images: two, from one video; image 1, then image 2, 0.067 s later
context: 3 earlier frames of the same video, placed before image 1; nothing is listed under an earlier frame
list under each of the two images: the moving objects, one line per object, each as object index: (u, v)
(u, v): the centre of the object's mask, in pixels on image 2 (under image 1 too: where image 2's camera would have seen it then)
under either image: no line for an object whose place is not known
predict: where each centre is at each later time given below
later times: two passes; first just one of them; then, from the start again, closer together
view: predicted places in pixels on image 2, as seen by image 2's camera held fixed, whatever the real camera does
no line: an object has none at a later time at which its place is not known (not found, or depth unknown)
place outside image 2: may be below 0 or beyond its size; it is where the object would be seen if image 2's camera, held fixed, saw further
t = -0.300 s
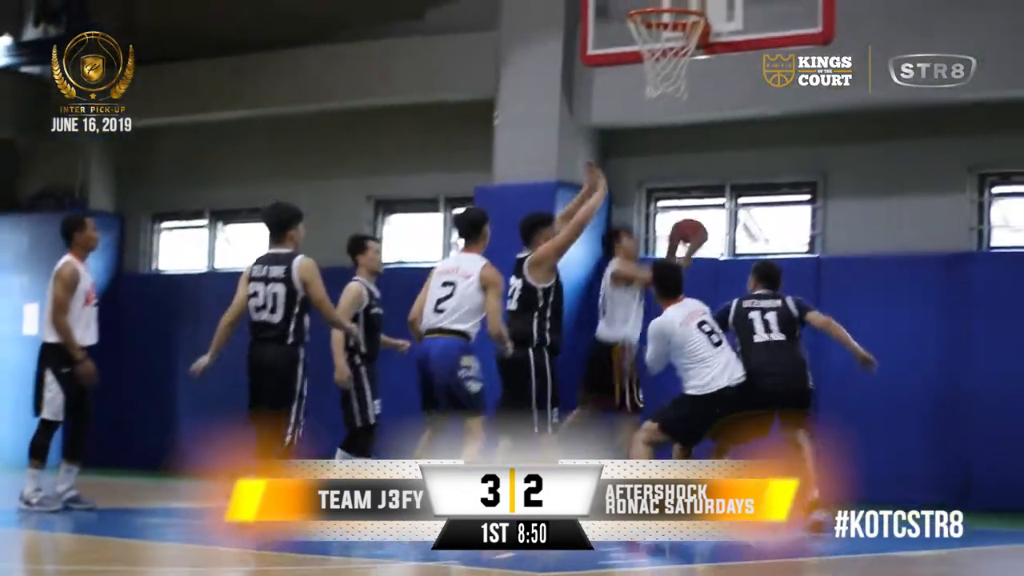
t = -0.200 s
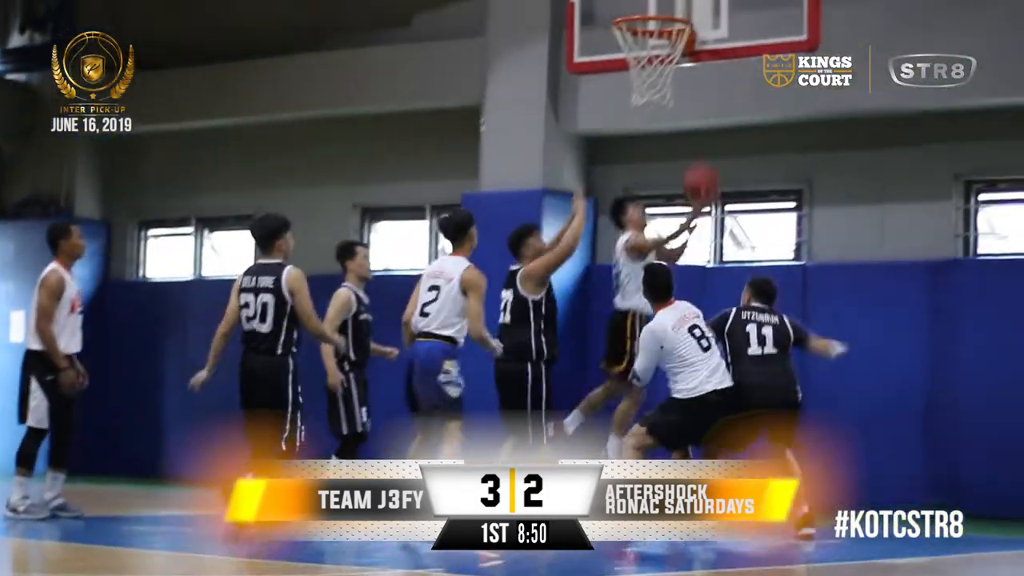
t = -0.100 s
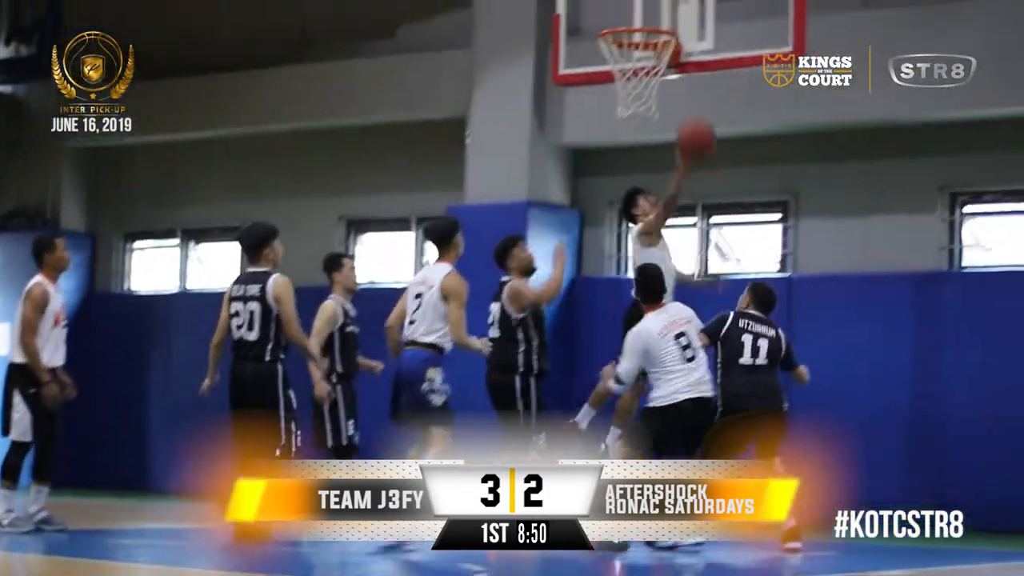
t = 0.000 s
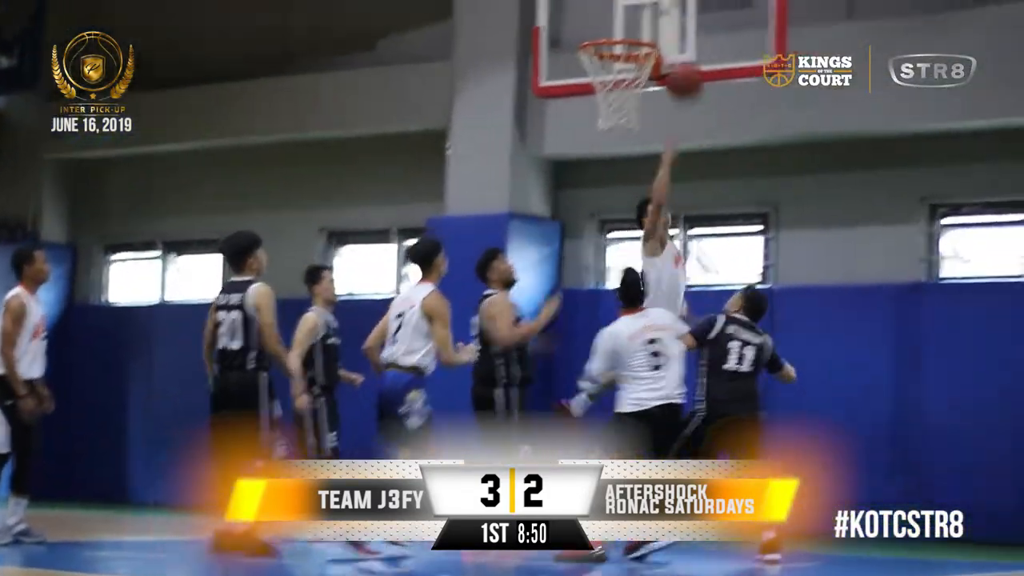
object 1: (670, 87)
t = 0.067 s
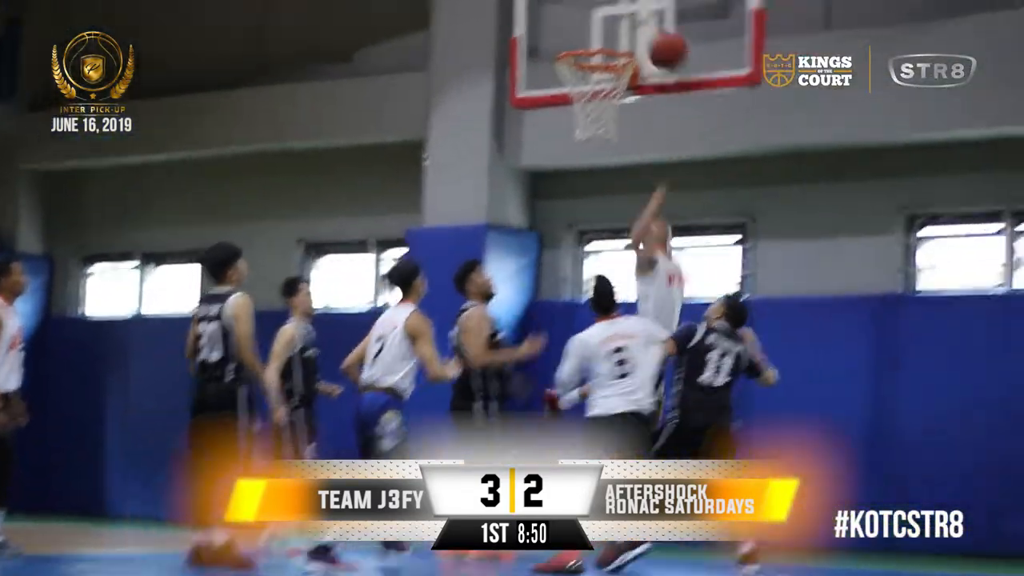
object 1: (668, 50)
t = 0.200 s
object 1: (652, 2)
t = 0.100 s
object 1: (665, 38)
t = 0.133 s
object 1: (664, 17)
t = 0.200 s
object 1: (652, 2)
